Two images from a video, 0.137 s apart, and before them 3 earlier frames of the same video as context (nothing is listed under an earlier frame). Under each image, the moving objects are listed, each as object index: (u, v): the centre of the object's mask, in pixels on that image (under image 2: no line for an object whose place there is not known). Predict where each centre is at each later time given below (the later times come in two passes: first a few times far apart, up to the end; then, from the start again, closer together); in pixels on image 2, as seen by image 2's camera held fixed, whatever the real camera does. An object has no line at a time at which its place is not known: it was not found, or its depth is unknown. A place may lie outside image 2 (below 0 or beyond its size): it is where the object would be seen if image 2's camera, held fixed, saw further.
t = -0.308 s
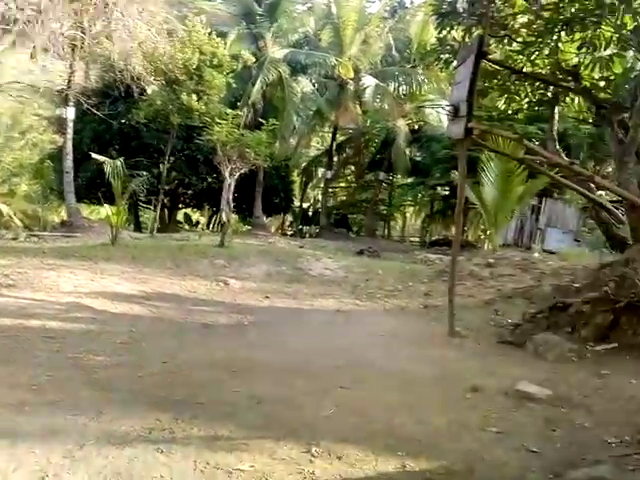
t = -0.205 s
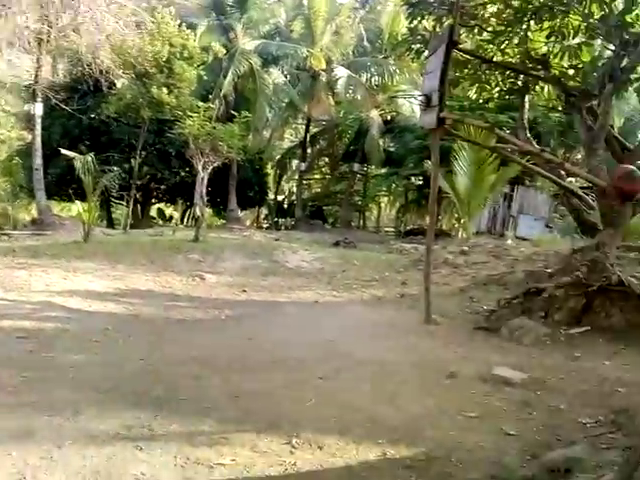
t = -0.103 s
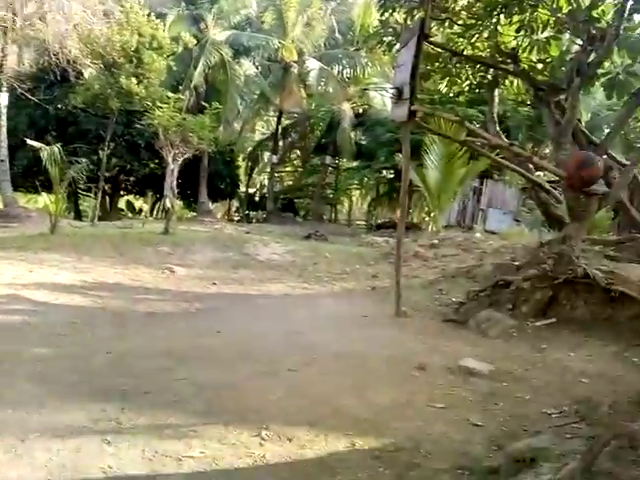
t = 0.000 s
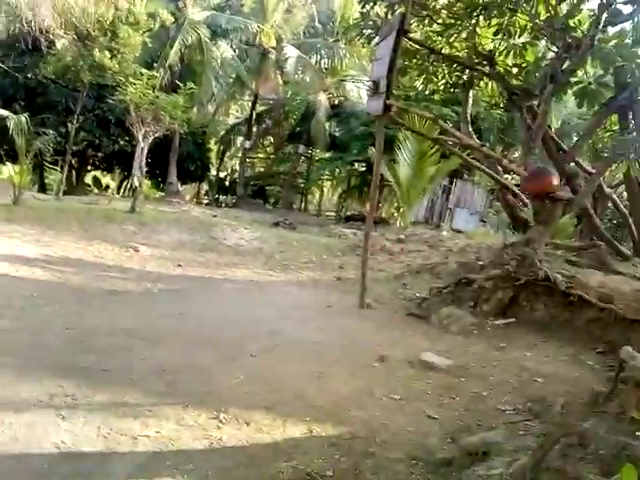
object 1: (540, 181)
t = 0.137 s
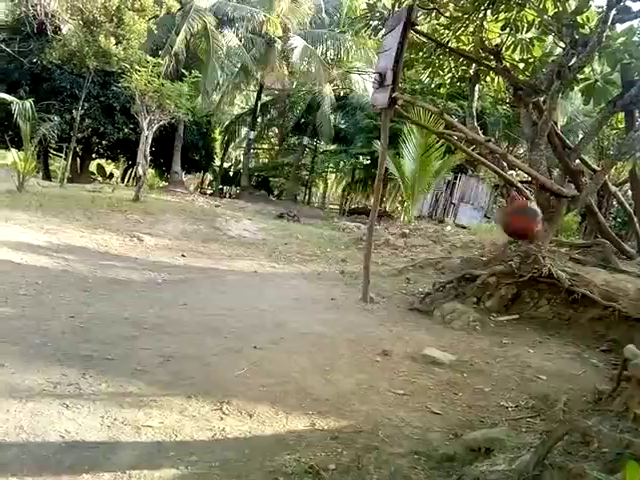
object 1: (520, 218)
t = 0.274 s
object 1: (486, 297)
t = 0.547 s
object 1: (487, 297)
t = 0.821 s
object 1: (487, 297)
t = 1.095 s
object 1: (487, 297)
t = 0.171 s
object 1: (513, 235)
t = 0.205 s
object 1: (504, 255)
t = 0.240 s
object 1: (496, 274)
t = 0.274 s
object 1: (486, 297)
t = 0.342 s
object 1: (487, 297)
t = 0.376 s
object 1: (487, 297)
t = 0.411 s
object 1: (487, 297)
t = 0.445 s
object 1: (486, 297)
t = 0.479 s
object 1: (487, 297)
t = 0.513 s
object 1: (487, 297)
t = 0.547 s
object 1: (487, 297)
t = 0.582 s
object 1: (487, 297)
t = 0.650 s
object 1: (487, 297)
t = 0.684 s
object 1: (487, 297)
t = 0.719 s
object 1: (487, 297)
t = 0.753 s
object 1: (487, 297)
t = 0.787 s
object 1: (487, 297)
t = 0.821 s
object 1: (487, 297)
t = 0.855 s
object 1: (487, 297)
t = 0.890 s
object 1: (487, 297)
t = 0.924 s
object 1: (487, 297)
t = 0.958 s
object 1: (487, 297)
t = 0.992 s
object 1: (487, 297)
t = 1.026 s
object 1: (487, 297)
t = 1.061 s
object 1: (487, 297)
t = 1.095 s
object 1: (487, 297)
